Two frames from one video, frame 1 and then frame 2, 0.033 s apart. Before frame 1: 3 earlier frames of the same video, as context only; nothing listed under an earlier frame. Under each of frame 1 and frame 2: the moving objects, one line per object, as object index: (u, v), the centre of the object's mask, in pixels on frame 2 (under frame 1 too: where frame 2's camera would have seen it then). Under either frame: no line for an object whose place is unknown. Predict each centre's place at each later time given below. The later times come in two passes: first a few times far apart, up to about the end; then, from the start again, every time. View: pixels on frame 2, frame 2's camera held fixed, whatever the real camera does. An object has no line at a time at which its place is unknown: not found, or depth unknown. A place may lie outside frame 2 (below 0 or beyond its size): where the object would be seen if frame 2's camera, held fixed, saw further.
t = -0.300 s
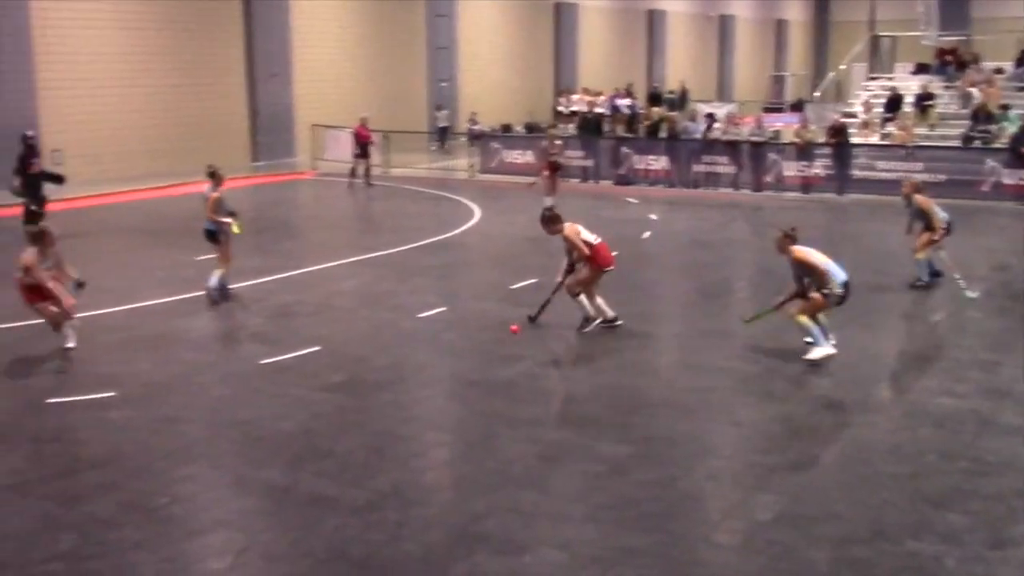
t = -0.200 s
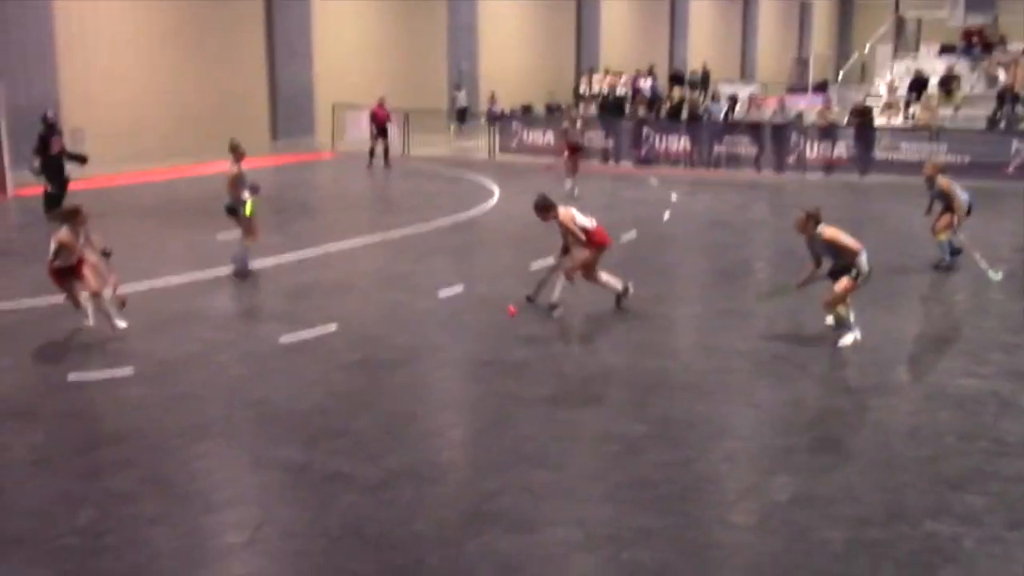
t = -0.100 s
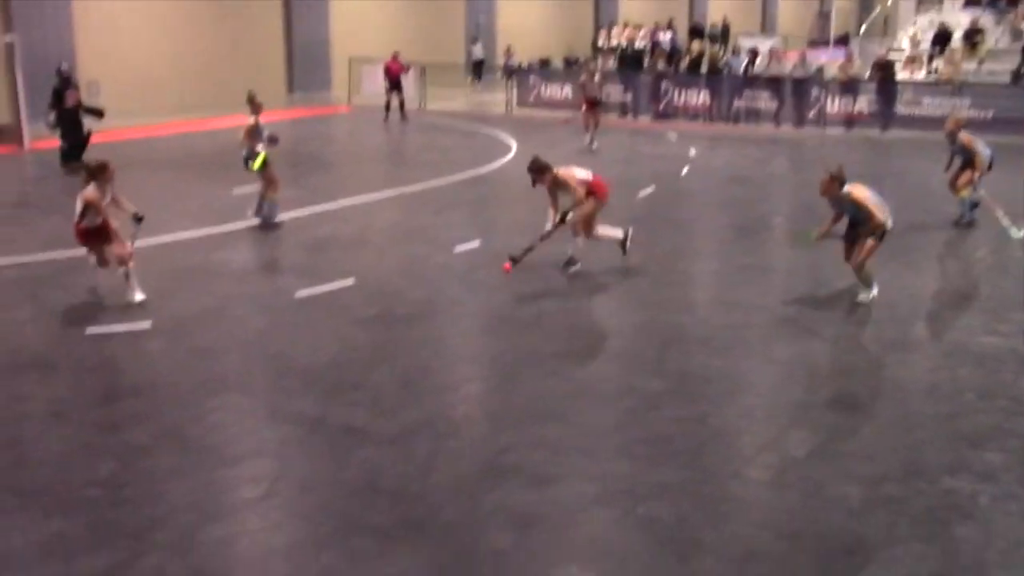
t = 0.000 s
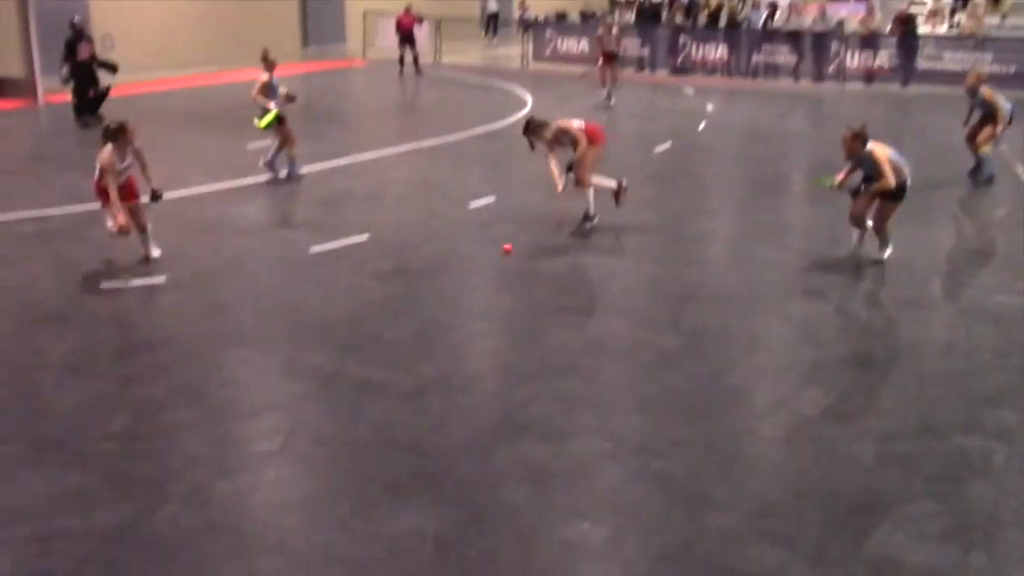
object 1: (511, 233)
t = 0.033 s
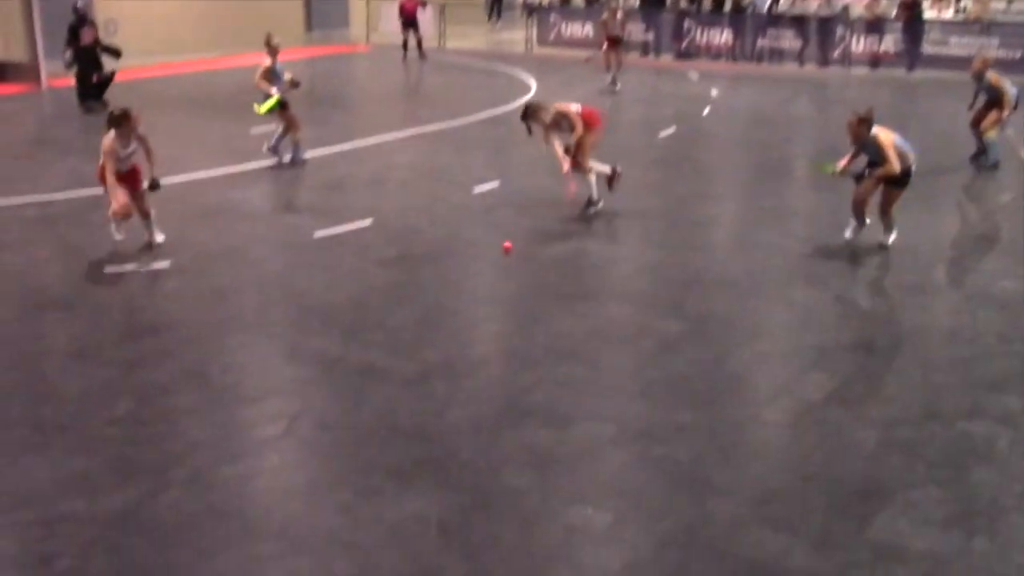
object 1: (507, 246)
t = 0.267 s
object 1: (472, 386)
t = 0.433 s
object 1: (417, 574)
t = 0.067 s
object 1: (504, 261)
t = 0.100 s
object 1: (500, 278)
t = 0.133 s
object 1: (496, 296)
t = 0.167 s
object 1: (491, 315)
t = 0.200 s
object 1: (485, 337)
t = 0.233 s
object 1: (478, 360)
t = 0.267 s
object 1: (472, 386)
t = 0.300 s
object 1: (464, 415)
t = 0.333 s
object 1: (455, 447)
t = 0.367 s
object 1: (444, 484)
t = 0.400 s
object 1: (431, 526)
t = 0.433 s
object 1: (417, 574)
